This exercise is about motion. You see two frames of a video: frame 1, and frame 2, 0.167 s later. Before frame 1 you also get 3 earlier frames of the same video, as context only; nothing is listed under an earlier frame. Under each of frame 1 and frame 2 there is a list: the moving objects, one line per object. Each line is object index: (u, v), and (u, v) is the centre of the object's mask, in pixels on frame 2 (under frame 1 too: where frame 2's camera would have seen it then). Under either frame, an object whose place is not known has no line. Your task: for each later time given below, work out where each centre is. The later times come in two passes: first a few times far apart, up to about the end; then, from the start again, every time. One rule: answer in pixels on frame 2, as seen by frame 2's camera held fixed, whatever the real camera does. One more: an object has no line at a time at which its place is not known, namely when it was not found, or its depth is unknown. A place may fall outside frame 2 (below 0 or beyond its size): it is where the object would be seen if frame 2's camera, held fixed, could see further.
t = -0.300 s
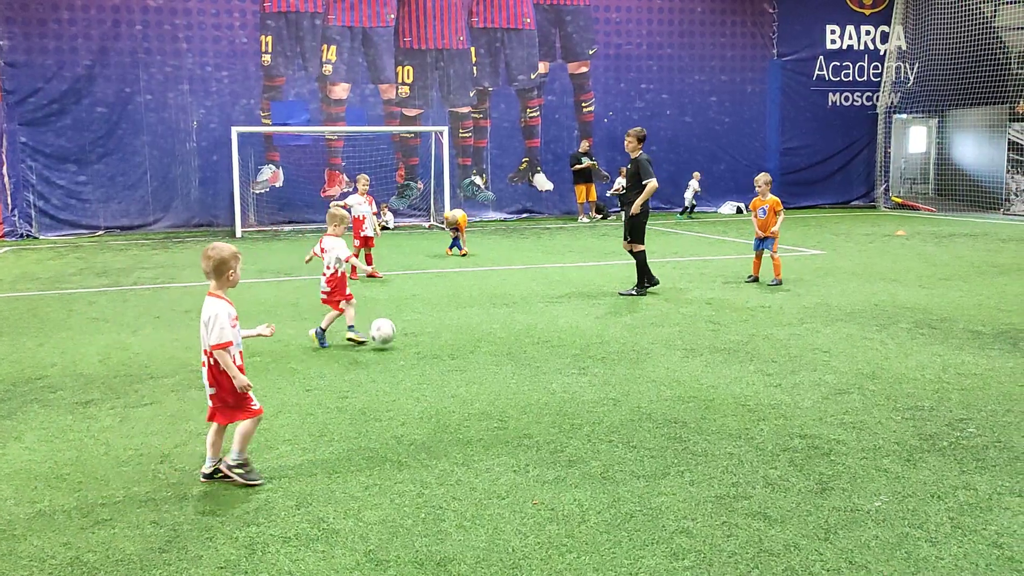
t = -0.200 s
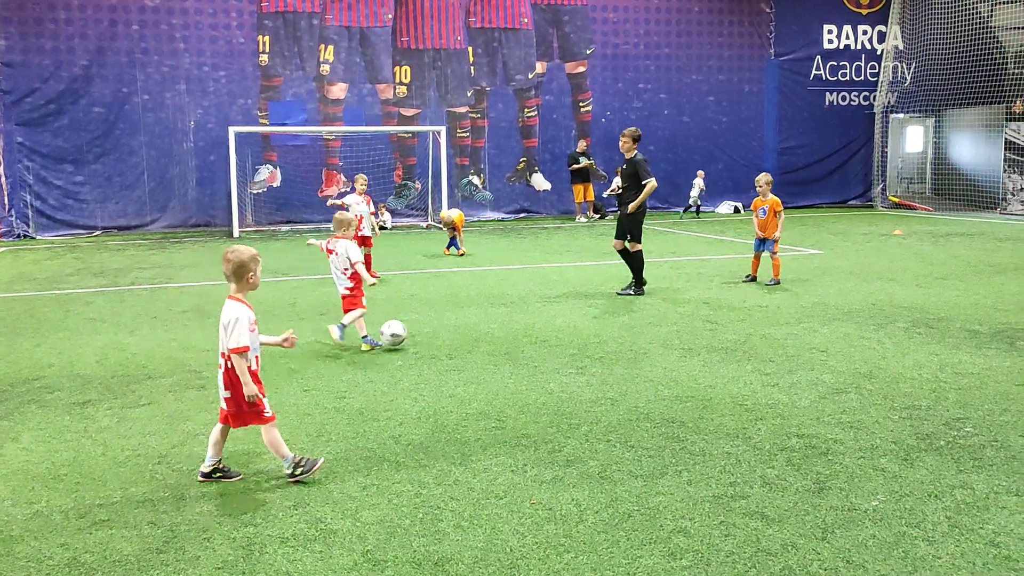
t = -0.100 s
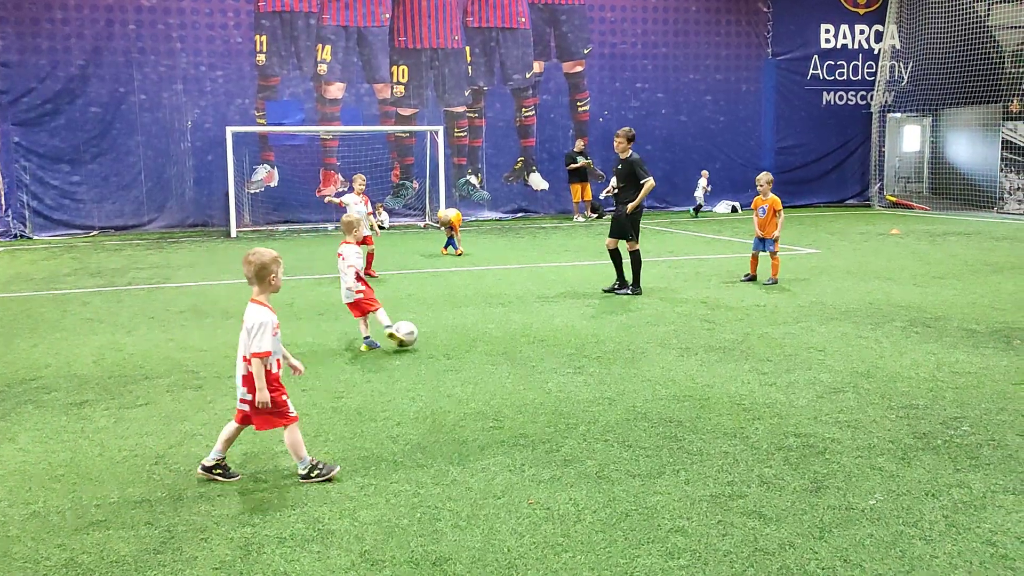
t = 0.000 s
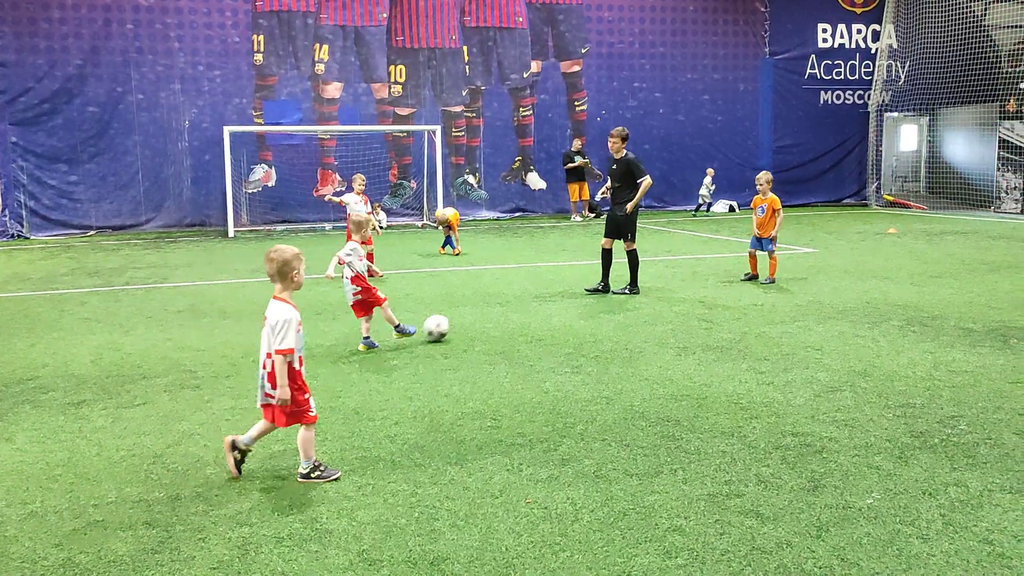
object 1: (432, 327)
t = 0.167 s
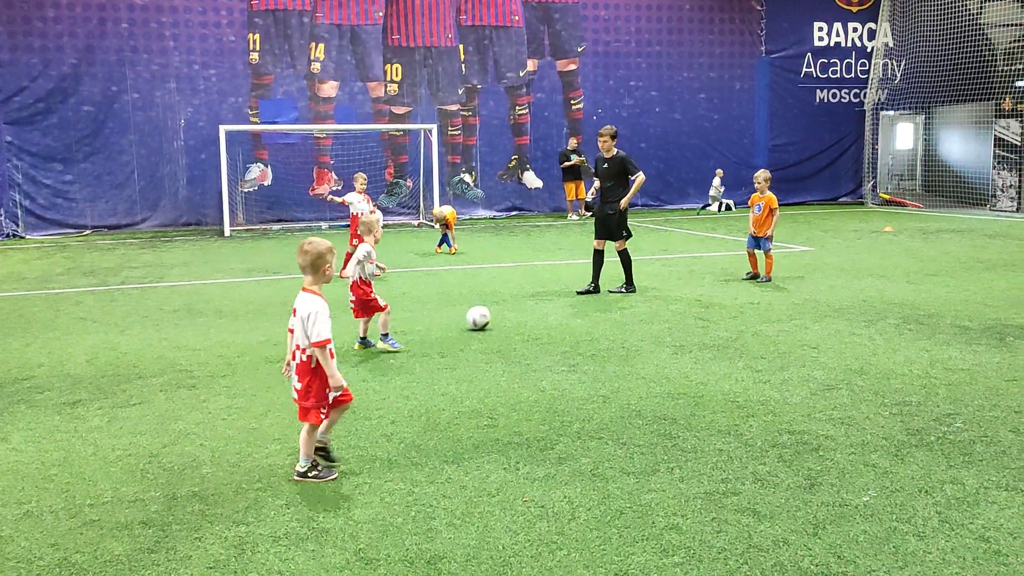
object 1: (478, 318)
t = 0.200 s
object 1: (486, 316)
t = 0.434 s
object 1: (534, 307)
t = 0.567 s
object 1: (557, 302)
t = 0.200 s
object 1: (486, 316)
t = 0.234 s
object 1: (493, 315)
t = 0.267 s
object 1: (500, 314)
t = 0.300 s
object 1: (507, 312)
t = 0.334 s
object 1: (514, 311)
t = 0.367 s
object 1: (520, 310)
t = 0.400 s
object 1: (527, 308)
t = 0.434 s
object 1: (534, 307)
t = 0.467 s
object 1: (539, 306)
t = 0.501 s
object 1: (546, 304)
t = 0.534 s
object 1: (551, 303)
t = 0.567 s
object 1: (557, 302)
